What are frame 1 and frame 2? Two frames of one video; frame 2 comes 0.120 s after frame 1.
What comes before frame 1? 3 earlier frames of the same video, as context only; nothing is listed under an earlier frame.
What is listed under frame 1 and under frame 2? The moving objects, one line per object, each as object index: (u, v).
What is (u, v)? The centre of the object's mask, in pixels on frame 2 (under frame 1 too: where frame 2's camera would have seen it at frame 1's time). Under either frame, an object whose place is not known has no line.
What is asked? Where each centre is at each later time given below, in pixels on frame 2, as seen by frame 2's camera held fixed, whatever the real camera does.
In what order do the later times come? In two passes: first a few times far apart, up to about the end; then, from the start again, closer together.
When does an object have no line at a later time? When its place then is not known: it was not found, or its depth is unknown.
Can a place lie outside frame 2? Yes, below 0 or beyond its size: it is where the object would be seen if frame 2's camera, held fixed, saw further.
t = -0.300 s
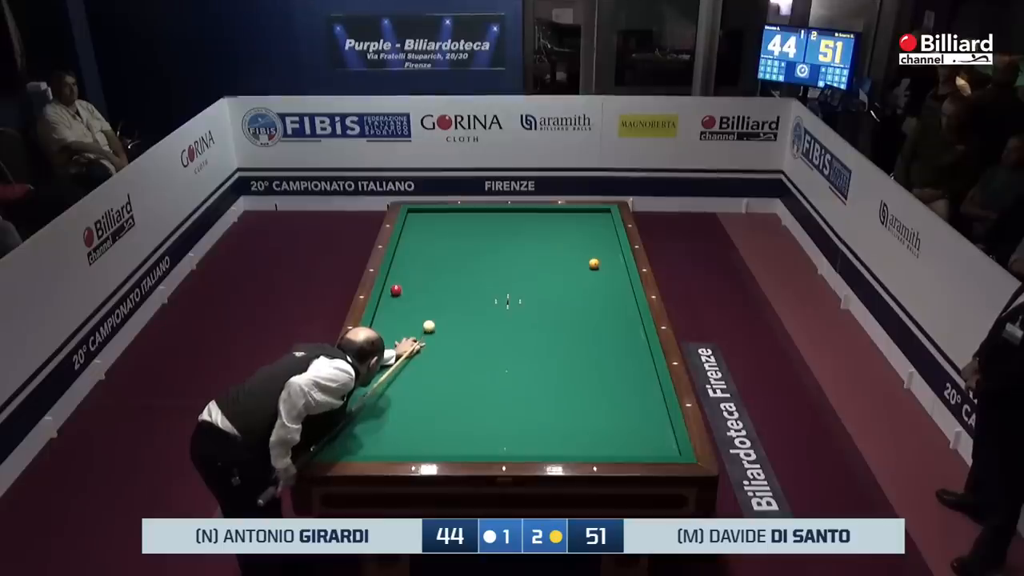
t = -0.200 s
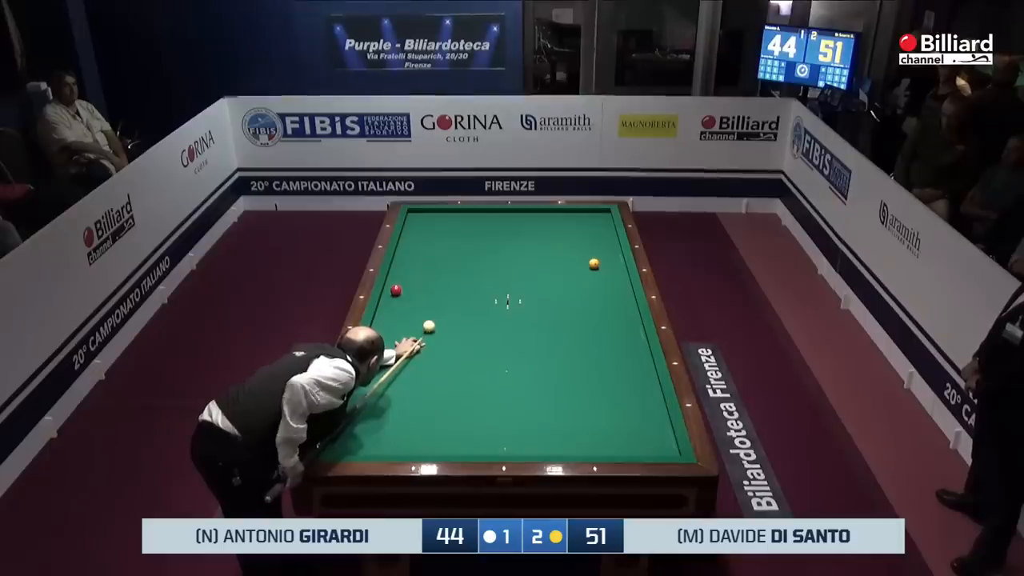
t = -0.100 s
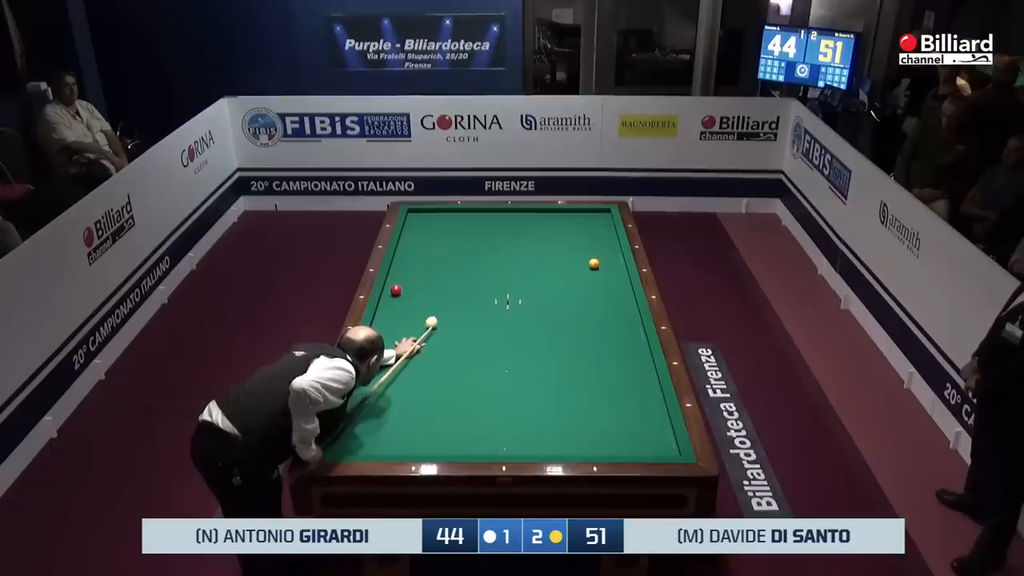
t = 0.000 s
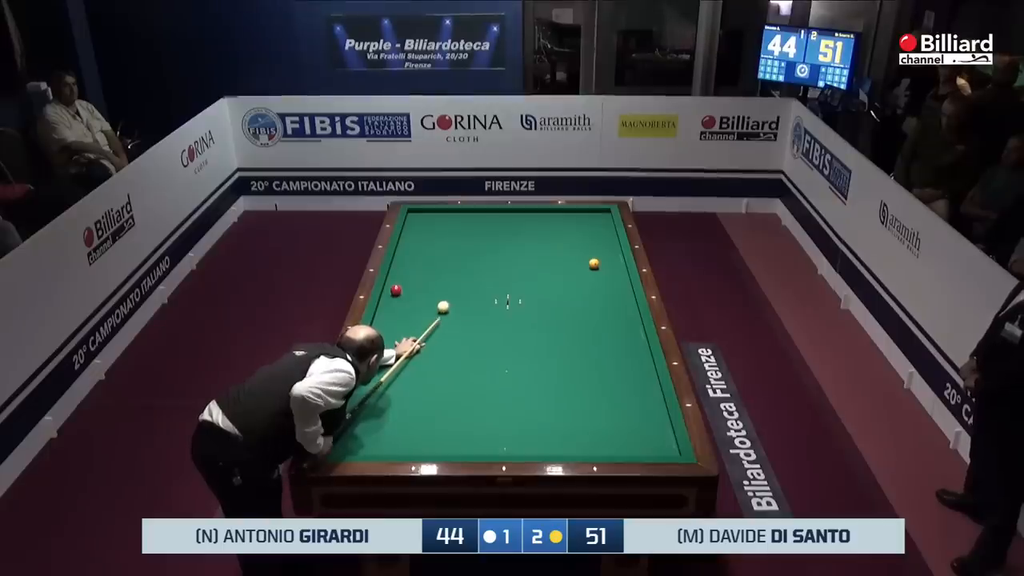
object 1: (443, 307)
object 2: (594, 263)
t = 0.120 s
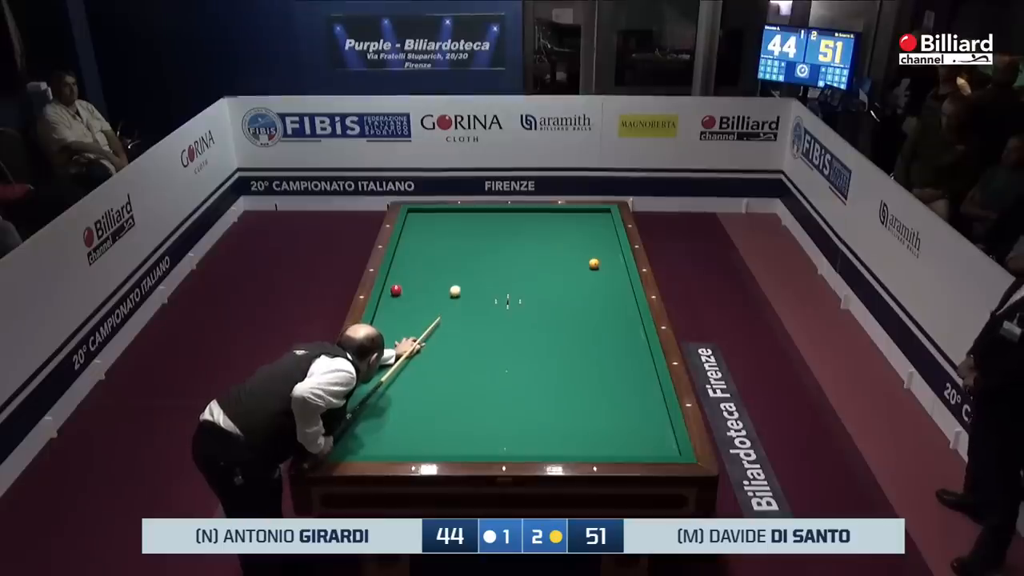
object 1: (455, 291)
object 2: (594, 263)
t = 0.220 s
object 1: (463, 280)
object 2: (594, 263)
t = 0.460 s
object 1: (481, 257)
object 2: (594, 263)
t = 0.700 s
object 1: (497, 237)
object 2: (594, 263)
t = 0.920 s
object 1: (510, 221)
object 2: (594, 263)
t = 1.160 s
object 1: (527, 214)
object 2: (594, 263)
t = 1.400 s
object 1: (552, 224)
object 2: (594, 263)
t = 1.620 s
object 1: (574, 232)
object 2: (594, 263)
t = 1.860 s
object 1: (600, 242)
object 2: (594, 263)
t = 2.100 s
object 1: (611, 252)
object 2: (594, 263)
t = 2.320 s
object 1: (602, 261)
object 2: (592, 264)
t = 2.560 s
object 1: (602, 265)
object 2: (580, 269)
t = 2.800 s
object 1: (603, 269)
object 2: (568, 275)
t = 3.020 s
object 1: (603, 273)
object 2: (557, 281)
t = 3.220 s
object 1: (604, 276)
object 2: (547, 285)
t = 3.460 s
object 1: (604, 280)
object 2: (535, 291)
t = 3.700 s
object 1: (605, 283)
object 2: (524, 296)
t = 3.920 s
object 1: (606, 287)
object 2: (513, 301)
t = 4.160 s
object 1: (607, 290)
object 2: (503, 306)
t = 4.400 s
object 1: (608, 293)
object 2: (491, 311)
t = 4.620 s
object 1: (608, 296)
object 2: (480, 317)
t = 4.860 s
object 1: (609, 299)
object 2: (469, 322)
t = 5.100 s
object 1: (610, 302)
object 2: (458, 327)
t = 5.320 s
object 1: (611, 304)
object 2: (448, 332)
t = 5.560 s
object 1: (611, 306)
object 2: (437, 337)
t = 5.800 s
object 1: (612, 309)
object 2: (427, 342)
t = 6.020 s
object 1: (613, 310)
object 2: (417, 346)
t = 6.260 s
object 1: (614, 312)
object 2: (407, 351)
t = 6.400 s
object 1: (614, 313)
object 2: (401, 354)
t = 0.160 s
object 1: (458, 286)
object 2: (594, 263)
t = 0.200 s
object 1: (462, 282)
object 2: (594, 263)
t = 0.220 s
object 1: (463, 280)
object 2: (594, 263)
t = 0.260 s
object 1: (466, 276)
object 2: (594, 263)
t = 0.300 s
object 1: (469, 272)
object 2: (594, 263)
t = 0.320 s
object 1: (471, 270)
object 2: (594, 263)
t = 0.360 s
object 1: (474, 267)
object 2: (594, 263)
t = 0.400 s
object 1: (477, 263)
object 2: (594, 263)
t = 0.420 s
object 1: (478, 261)
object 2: (594, 263)
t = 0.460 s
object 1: (481, 257)
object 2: (594, 263)
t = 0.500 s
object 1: (484, 254)
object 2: (594, 263)
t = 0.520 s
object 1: (485, 252)
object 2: (594, 263)
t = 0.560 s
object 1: (488, 249)
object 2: (594, 263)
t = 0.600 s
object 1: (490, 245)
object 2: (594, 263)
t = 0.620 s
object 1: (492, 244)
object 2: (594, 263)
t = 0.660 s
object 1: (494, 240)
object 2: (594, 263)
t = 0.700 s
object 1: (497, 237)
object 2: (594, 263)
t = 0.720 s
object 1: (498, 236)
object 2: (594, 263)
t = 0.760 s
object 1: (500, 232)
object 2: (594, 263)
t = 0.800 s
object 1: (503, 229)
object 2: (594, 263)
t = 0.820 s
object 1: (504, 228)
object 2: (594, 263)
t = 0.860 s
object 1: (506, 225)
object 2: (594, 263)
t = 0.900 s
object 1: (509, 222)
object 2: (594, 263)
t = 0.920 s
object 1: (510, 221)
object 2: (594, 263)
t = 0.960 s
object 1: (512, 218)
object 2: (594, 263)
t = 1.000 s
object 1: (514, 215)
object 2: (594, 263)
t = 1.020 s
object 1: (515, 214)
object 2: (594, 263)
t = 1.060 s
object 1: (517, 210)
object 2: (594, 263)
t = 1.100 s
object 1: (520, 210)
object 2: (594, 263)
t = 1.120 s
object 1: (523, 211)
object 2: (594, 263)
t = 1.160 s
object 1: (527, 214)
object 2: (594, 263)
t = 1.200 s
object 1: (531, 216)
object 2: (594, 263)
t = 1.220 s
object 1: (533, 217)
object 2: (594, 263)
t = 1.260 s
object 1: (537, 218)
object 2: (594, 263)
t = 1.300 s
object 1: (541, 220)
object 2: (594, 263)
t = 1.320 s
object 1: (543, 221)
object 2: (594, 263)
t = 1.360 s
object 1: (547, 222)
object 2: (594, 263)
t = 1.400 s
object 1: (552, 224)
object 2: (594, 263)
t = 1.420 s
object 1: (553, 224)
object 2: (594, 263)
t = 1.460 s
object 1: (557, 226)
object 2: (594, 263)
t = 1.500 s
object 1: (562, 228)
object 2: (594, 263)
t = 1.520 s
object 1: (564, 228)
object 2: (594, 263)
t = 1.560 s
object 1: (568, 230)
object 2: (594, 263)
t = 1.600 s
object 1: (572, 231)
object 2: (594, 263)
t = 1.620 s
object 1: (574, 232)
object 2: (594, 263)
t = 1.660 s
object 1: (579, 234)
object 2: (594, 263)
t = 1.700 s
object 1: (583, 236)
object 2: (594, 263)
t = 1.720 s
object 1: (585, 236)
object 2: (594, 263)
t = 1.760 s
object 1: (589, 238)
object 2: (594, 263)
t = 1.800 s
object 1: (594, 240)
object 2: (594, 263)
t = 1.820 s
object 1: (596, 240)
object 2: (594, 263)
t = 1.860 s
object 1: (600, 242)
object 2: (594, 263)
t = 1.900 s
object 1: (605, 244)
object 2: (594, 263)
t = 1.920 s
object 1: (607, 245)
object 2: (594, 263)
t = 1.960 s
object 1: (611, 247)
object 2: (594, 263)
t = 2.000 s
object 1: (616, 248)
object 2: (594, 263)
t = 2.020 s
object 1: (616, 249)
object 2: (594, 263)
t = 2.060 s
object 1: (613, 251)
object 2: (594, 263)
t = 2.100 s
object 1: (611, 252)
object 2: (594, 263)
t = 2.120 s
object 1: (610, 253)
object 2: (594, 263)
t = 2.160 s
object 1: (608, 255)
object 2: (594, 263)
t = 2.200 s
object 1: (606, 257)
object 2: (594, 263)
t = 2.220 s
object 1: (605, 257)
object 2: (593, 263)
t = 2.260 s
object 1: (603, 259)
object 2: (593, 263)
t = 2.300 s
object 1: (601, 261)
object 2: (592, 263)
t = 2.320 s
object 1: (602, 261)
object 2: (592, 264)
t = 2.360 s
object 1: (602, 262)
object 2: (590, 265)
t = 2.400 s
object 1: (602, 262)
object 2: (587, 266)
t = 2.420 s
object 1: (602, 263)
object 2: (586, 266)
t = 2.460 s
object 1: (602, 263)
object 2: (584, 267)
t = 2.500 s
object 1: (602, 264)
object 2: (583, 268)
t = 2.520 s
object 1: (602, 265)
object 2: (581, 269)
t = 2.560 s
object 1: (602, 265)
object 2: (580, 269)
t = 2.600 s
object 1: (602, 266)
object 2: (578, 270)
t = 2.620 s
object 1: (602, 266)
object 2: (577, 271)
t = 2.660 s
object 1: (602, 267)
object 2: (575, 272)
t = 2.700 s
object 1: (602, 268)
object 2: (573, 273)
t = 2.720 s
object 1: (603, 268)
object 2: (572, 273)
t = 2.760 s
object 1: (603, 268)
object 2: (570, 274)
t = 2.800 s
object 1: (603, 269)
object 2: (568, 275)
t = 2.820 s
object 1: (603, 270)
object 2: (567, 276)
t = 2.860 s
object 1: (603, 270)
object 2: (565, 277)
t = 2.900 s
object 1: (603, 271)
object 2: (563, 277)
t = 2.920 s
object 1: (603, 271)
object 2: (562, 278)
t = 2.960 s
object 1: (603, 272)
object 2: (560, 279)
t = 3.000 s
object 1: (603, 272)
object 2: (558, 280)
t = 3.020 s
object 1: (603, 273)
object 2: (557, 281)
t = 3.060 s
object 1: (603, 274)
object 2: (555, 281)
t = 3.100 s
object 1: (604, 274)
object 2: (554, 282)
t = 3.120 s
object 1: (604, 274)
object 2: (552, 283)
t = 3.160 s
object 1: (604, 275)
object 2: (550, 284)
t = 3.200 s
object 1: (604, 276)
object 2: (549, 284)
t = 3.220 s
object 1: (604, 276)
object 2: (547, 285)
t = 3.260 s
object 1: (604, 277)
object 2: (545, 286)
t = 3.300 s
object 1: (604, 277)
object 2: (544, 287)
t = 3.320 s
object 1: (604, 278)
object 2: (542, 287)
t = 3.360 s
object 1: (604, 278)
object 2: (541, 288)
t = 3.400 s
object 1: (604, 279)
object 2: (539, 289)
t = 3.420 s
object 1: (604, 279)
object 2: (538, 290)
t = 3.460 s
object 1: (604, 280)
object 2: (535, 291)
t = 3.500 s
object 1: (605, 281)
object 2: (534, 291)
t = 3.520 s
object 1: (605, 281)
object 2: (533, 292)
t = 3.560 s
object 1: (605, 281)
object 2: (531, 293)
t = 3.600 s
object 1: (605, 282)
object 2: (528, 294)
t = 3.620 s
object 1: (605, 282)
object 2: (527, 294)
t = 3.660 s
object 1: (605, 283)
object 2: (525, 295)
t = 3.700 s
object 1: (605, 283)
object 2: (524, 296)
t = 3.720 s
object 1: (605, 284)
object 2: (523, 297)
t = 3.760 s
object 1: (605, 284)
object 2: (521, 298)
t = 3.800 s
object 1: (605, 285)
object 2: (519, 299)
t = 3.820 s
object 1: (606, 285)
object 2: (518, 299)
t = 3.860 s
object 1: (606, 286)
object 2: (517, 300)
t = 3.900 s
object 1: (606, 286)
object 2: (514, 301)
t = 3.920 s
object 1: (606, 287)
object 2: (513, 301)
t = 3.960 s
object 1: (606, 287)
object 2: (512, 302)
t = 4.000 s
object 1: (606, 288)
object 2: (510, 303)
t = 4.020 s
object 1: (606, 288)
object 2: (509, 303)
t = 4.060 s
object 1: (606, 289)
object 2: (507, 304)
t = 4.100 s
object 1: (607, 289)
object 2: (505, 305)
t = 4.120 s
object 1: (607, 290)
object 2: (504, 306)
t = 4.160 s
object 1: (607, 290)
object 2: (503, 306)
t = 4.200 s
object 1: (607, 291)
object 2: (501, 307)
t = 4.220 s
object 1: (607, 291)
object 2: (499, 308)
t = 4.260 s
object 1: (607, 292)
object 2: (497, 308)
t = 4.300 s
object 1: (607, 292)
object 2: (495, 310)
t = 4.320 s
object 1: (607, 292)
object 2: (493, 310)
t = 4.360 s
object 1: (608, 293)
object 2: (493, 311)
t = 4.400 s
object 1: (608, 293)
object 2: (491, 311)
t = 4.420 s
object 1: (608, 294)
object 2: (490, 312)
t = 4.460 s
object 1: (608, 294)
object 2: (488, 313)
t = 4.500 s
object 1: (608, 294)
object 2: (486, 314)
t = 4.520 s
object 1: (608, 295)
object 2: (484, 315)
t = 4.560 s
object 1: (608, 295)
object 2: (483, 315)
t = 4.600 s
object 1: (608, 296)
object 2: (481, 316)
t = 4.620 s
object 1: (608, 296)
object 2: (480, 317)
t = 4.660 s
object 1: (609, 297)
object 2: (478, 318)
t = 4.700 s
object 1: (609, 297)
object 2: (476, 319)
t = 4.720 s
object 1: (609, 298)
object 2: (475, 319)
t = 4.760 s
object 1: (609, 298)
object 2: (473, 320)
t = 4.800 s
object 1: (609, 298)
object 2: (472, 321)
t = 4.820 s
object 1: (609, 299)
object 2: (471, 321)
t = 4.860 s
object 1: (609, 299)
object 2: (469, 322)
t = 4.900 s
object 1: (609, 299)
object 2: (467, 323)
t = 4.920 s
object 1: (609, 300)
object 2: (466, 323)
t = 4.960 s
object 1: (609, 300)
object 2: (464, 324)
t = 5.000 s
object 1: (609, 301)
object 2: (462, 325)
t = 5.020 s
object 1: (609, 301)
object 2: (462, 326)
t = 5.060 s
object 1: (610, 301)
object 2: (460, 326)
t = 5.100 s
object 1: (610, 302)
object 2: (458, 327)
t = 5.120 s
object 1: (610, 302)
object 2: (457, 328)
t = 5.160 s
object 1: (610, 302)
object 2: (455, 329)
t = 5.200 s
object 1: (610, 303)
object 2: (453, 329)
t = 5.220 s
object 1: (610, 303)
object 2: (452, 330)
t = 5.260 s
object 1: (610, 303)
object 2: (450, 331)
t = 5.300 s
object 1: (610, 304)
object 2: (449, 332)
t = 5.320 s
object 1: (611, 304)
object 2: (448, 332)
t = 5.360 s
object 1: (611, 304)
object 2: (446, 333)
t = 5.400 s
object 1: (611, 305)
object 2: (444, 334)
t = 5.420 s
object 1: (611, 305)
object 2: (443, 334)
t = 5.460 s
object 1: (611, 306)
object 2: (442, 335)
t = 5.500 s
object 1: (611, 306)
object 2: (440, 336)
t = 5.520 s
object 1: (611, 306)
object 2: (439, 336)
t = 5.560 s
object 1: (611, 306)
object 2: (437, 337)
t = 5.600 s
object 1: (611, 307)
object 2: (435, 338)
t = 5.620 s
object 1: (611, 307)
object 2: (435, 338)
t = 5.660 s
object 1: (612, 307)
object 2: (433, 339)
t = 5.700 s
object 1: (612, 308)
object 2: (431, 340)
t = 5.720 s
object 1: (612, 308)
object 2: (430, 340)
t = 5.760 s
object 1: (612, 308)
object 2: (428, 341)
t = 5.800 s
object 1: (612, 309)
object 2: (427, 342)
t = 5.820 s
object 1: (612, 309)
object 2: (426, 342)
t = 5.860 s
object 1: (612, 309)
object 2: (424, 343)
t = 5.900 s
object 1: (612, 309)
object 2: (422, 344)
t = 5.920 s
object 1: (613, 310)
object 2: (422, 345)
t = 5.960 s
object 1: (613, 310)
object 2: (420, 345)
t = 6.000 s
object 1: (613, 310)
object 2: (418, 346)
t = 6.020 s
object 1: (613, 310)
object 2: (417, 346)
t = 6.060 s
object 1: (613, 311)
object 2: (415, 347)
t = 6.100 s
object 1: (613, 311)
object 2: (414, 348)
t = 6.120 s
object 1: (613, 311)
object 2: (413, 348)
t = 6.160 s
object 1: (614, 311)
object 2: (411, 349)
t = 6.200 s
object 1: (614, 312)
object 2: (410, 350)
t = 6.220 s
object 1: (614, 312)
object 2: (409, 350)
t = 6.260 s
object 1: (614, 312)
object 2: (407, 351)
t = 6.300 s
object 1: (614, 312)
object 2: (406, 352)
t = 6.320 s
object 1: (614, 313)
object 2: (405, 353)
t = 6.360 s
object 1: (614, 313)
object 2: (403, 353)
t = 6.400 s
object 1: (614, 313)
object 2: (401, 354)
